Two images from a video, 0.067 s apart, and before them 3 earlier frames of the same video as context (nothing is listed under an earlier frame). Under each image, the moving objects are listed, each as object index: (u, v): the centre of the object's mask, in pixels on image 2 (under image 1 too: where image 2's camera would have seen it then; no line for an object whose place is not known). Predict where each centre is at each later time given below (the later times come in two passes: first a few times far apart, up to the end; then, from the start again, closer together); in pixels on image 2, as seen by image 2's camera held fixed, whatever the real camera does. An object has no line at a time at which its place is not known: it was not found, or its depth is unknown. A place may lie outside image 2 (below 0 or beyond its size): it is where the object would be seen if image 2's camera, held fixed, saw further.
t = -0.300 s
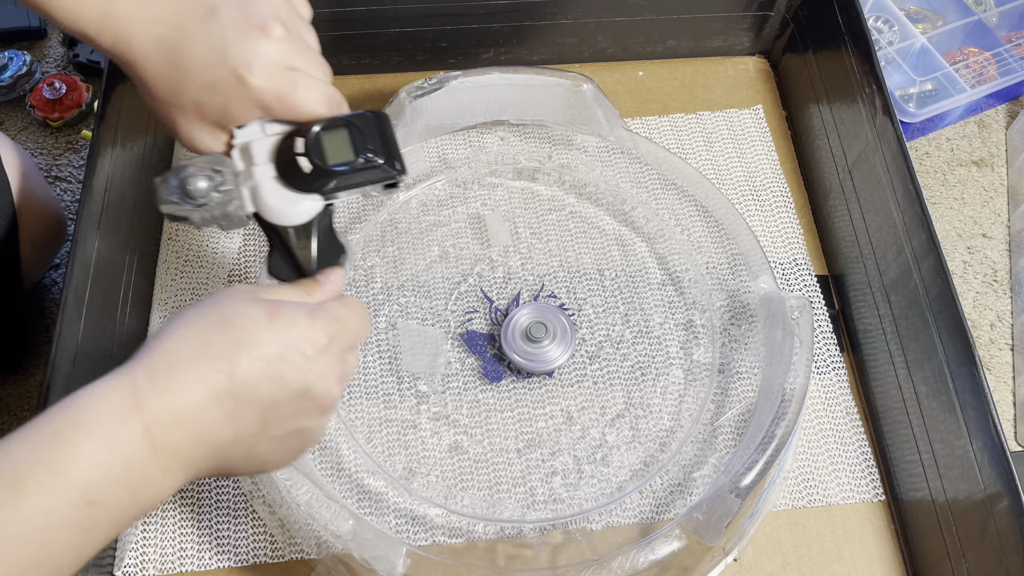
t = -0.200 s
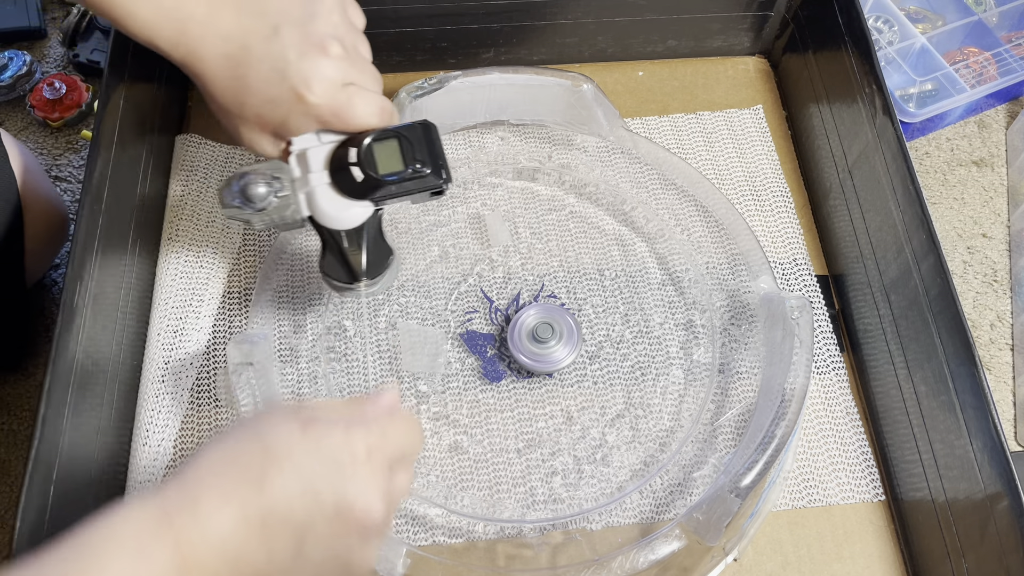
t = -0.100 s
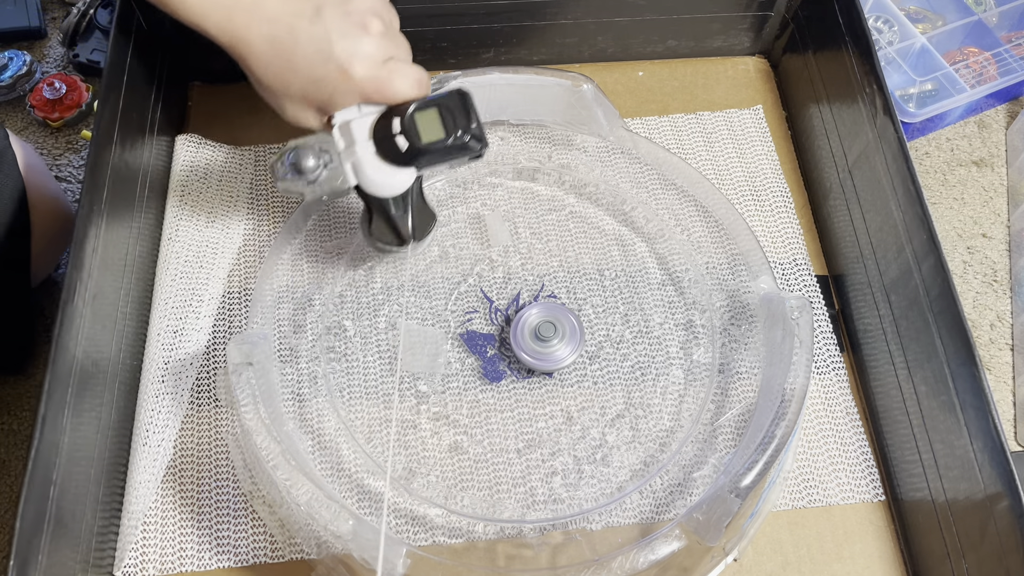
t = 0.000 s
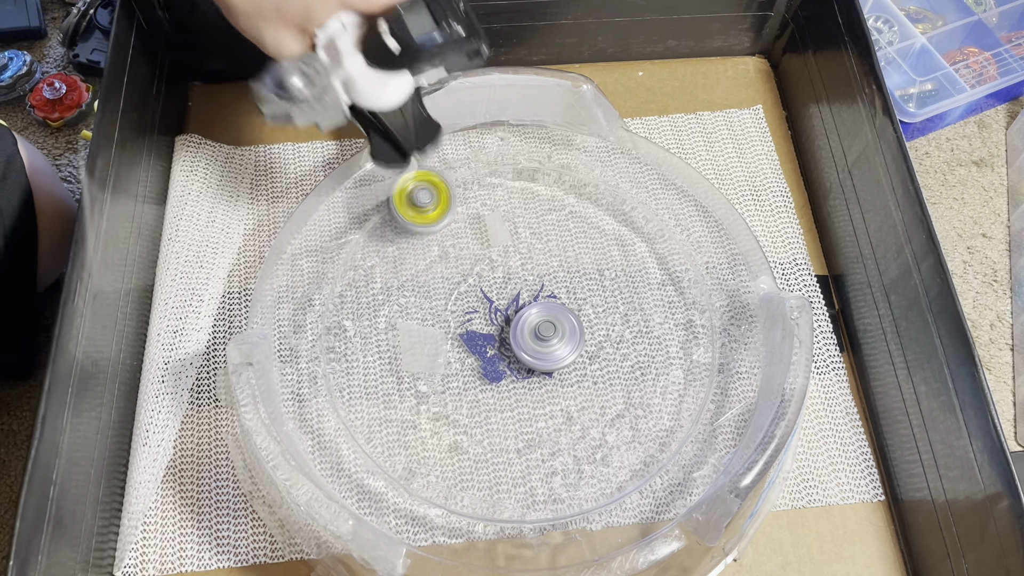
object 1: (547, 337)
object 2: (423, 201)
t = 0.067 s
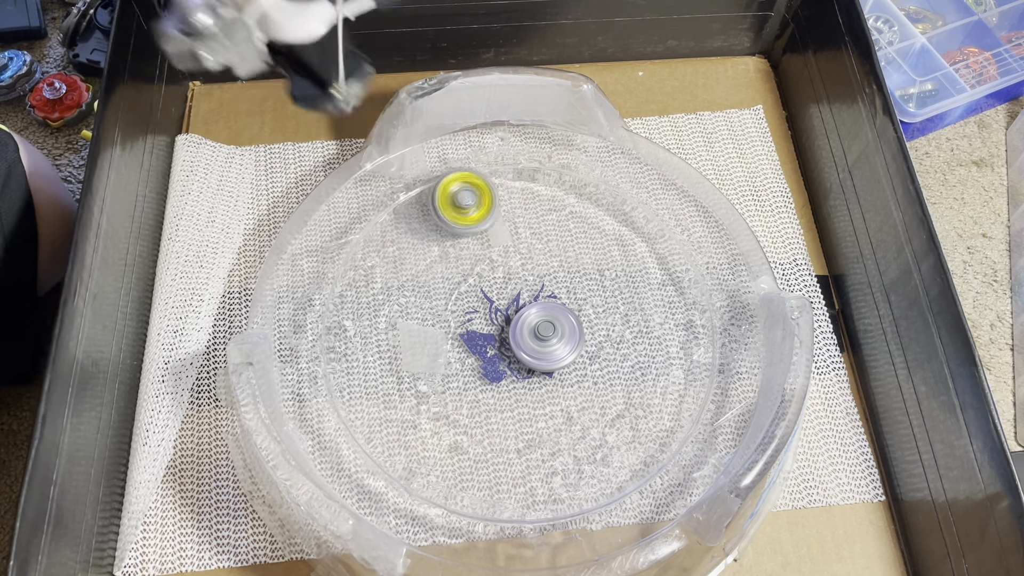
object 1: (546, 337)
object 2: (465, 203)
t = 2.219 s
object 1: (613, 443)
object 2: (455, 392)
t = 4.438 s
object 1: (465, 350)
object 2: (639, 333)
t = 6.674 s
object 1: (520, 301)
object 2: (371, 234)
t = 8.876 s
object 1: (543, 350)
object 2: (497, 507)
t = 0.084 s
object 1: (545, 336)
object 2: (475, 202)
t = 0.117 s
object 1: (544, 336)
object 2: (496, 204)
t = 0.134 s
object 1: (544, 336)
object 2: (505, 205)
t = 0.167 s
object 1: (543, 336)
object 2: (523, 206)
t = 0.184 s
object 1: (542, 337)
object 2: (532, 207)
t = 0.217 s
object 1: (542, 338)
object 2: (548, 208)
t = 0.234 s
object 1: (541, 338)
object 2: (555, 209)
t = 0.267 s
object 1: (540, 339)
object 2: (567, 209)
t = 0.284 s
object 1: (539, 340)
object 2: (573, 209)
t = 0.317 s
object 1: (538, 340)
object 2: (583, 209)
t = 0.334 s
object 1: (538, 340)
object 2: (586, 209)
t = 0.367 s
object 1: (539, 340)
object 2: (593, 208)
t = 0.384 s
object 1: (539, 340)
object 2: (596, 207)
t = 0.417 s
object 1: (539, 341)
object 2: (601, 206)
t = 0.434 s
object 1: (538, 341)
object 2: (603, 205)
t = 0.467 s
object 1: (538, 343)
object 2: (607, 202)
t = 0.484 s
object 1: (538, 343)
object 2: (608, 200)
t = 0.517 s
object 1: (537, 345)
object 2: (611, 196)
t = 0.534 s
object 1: (537, 345)
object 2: (612, 194)
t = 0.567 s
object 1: (536, 346)
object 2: (614, 190)
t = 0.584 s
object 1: (536, 346)
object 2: (614, 188)
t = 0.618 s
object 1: (536, 347)
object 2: (611, 190)
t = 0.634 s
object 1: (536, 347)
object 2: (608, 192)
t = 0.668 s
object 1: (536, 348)
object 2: (603, 195)
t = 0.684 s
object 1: (536, 349)
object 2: (600, 197)
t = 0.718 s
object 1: (536, 349)
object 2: (596, 200)
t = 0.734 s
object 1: (536, 350)
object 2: (594, 202)
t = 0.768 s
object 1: (536, 350)
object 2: (591, 204)
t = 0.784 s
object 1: (535, 350)
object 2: (590, 206)
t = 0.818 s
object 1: (535, 351)
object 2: (587, 208)
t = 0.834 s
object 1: (535, 351)
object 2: (586, 210)
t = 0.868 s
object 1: (535, 352)
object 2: (584, 213)
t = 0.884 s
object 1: (535, 352)
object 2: (582, 213)
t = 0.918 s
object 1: (535, 353)
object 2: (581, 215)
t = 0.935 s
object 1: (535, 353)
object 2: (579, 216)
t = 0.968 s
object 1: (534, 353)
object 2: (577, 218)
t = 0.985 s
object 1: (534, 353)
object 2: (576, 219)
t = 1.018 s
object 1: (534, 354)
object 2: (573, 223)
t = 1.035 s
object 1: (534, 354)
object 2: (573, 225)
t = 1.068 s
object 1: (533, 354)
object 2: (572, 233)
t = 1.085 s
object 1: (533, 355)
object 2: (573, 237)
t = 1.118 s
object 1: (533, 355)
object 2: (575, 247)
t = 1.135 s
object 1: (533, 355)
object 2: (578, 252)
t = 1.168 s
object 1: (532, 355)
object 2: (582, 263)
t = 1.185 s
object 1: (532, 355)
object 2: (586, 268)
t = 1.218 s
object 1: (532, 356)
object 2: (594, 278)
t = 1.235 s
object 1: (532, 356)
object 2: (597, 283)
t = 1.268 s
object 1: (531, 356)
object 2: (605, 290)
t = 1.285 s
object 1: (531, 356)
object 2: (610, 294)
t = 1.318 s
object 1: (530, 357)
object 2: (619, 299)
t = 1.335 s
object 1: (530, 357)
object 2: (624, 301)
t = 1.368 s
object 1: (529, 357)
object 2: (632, 303)
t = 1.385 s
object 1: (529, 357)
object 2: (636, 303)
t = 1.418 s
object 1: (528, 357)
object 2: (644, 302)
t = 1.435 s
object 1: (528, 357)
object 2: (646, 301)
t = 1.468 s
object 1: (527, 357)
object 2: (652, 297)
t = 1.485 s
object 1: (527, 358)
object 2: (654, 294)
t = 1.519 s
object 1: (526, 358)
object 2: (657, 287)
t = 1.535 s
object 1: (526, 358)
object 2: (658, 282)
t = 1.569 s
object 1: (525, 359)
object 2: (657, 272)
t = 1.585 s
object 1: (525, 359)
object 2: (656, 267)
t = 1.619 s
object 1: (524, 359)
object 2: (650, 255)
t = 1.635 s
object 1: (524, 360)
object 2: (644, 250)
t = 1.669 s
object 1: (524, 360)
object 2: (626, 245)
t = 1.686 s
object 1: (524, 360)
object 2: (615, 244)
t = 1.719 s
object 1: (524, 360)
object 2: (592, 248)
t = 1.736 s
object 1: (524, 360)
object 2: (579, 252)
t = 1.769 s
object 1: (523, 361)
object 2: (555, 265)
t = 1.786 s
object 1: (523, 360)
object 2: (544, 274)
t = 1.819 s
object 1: (521, 371)
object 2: (527, 285)
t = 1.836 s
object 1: (516, 400)
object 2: (523, 270)
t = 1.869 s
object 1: (507, 452)
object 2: (517, 243)
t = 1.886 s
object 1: (503, 474)
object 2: (513, 233)
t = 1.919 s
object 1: (502, 512)
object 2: (505, 218)
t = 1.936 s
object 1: (507, 511)
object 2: (501, 213)
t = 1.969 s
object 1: (517, 507)
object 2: (491, 210)
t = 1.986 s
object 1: (522, 508)
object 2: (486, 211)
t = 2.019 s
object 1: (536, 504)
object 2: (476, 219)
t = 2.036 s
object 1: (544, 501)
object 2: (469, 226)
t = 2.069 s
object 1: (558, 495)
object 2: (457, 245)
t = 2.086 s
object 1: (566, 491)
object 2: (451, 257)
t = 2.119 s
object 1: (579, 482)
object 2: (442, 288)
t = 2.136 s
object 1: (586, 477)
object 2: (440, 304)
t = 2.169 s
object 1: (598, 465)
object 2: (439, 341)
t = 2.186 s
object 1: (603, 458)
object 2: (442, 358)
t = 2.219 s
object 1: (613, 443)
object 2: (455, 392)
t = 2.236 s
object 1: (617, 436)
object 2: (464, 410)
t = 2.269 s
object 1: (624, 420)
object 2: (488, 438)
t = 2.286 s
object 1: (625, 412)
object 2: (501, 452)
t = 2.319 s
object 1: (626, 394)
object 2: (534, 472)
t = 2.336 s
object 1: (625, 385)
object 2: (552, 481)
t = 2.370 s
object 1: (620, 366)
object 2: (592, 492)
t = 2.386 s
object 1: (615, 356)
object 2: (610, 489)
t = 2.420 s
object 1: (606, 340)
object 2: (639, 471)
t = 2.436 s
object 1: (600, 333)
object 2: (652, 459)
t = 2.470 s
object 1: (587, 321)
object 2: (677, 437)
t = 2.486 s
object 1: (580, 316)
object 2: (684, 421)
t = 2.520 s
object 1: (563, 307)
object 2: (697, 390)
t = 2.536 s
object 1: (555, 303)
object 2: (703, 376)
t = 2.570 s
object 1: (536, 297)
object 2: (709, 347)
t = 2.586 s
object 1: (528, 296)
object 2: (710, 331)
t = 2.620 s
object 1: (510, 294)
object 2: (702, 303)
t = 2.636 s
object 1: (501, 295)
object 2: (696, 290)
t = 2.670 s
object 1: (483, 298)
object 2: (678, 266)
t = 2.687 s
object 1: (474, 302)
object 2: (667, 257)
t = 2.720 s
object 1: (458, 309)
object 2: (639, 242)
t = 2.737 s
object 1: (450, 314)
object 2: (622, 236)
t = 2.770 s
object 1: (438, 326)
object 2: (588, 231)
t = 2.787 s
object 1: (432, 331)
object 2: (571, 231)
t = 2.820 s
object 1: (425, 344)
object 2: (534, 235)
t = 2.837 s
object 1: (422, 350)
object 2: (516, 240)
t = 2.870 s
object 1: (419, 362)
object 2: (483, 253)
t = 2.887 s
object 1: (419, 369)
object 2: (466, 263)
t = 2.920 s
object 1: (421, 381)
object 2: (437, 285)
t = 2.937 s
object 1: (423, 388)
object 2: (425, 299)
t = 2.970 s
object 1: (429, 398)
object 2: (407, 329)
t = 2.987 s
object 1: (434, 408)
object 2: (397, 339)
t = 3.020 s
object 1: (446, 427)
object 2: (383, 356)
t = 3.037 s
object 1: (454, 433)
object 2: (377, 366)
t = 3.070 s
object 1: (468, 442)
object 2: (373, 390)
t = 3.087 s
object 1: (476, 444)
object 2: (373, 402)
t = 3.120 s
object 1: (491, 446)
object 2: (379, 427)
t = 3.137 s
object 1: (498, 445)
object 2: (383, 442)
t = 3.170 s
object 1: (511, 442)
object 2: (397, 469)
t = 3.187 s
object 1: (517, 440)
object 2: (413, 475)
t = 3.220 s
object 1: (527, 433)
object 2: (447, 489)
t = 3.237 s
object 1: (532, 429)
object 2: (463, 496)
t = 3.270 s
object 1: (539, 421)
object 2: (497, 506)
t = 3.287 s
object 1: (543, 415)
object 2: (517, 506)
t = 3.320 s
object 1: (547, 406)
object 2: (554, 503)
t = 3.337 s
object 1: (548, 401)
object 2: (572, 501)
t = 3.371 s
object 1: (550, 392)
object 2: (608, 483)
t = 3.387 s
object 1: (550, 387)
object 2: (623, 474)
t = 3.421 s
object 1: (549, 377)
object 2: (651, 453)
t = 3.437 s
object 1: (549, 372)
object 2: (664, 440)
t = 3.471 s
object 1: (546, 363)
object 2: (679, 411)
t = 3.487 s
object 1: (544, 359)
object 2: (683, 396)
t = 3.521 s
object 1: (540, 350)
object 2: (683, 364)
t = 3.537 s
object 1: (537, 346)
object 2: (681, 348)
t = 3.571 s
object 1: (532, 339)
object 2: (668, 318)
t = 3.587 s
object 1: (529, 336)
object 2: (659, 304)
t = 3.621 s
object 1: (522, 330)
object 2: (635, 279)
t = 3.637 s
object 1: (518, 327)
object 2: (620, 268)
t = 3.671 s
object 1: (511, 322)
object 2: (590, 250)
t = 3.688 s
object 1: (507, 320)
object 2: (573, 243)
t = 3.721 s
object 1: (500, 317)
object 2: (536, 234)
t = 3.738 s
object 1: (496, 315)
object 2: (518, 232)
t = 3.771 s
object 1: (488, 314)
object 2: (481, 232)
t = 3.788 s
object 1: (484, 313)
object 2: (463, 234)
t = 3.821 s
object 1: (476, 313)
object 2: (427, 243)
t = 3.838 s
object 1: (472, 313)
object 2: (410, 250)
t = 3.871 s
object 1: (465, 314)
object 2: (380, 268)
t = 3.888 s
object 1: (462, 315)
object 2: (366, 280)
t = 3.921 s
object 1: (457, 317)
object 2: (342, 305)
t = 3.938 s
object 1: (455, 319)
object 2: (332, 319)
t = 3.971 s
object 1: (452, 322)
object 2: (328, 348)
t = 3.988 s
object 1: (450, 323)
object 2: (334, 364)
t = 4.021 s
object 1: (448, 327)
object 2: (348, 396)
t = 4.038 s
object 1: (447, 328)
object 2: (354, 412)
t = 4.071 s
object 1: (447, 331)
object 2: (369, 442)
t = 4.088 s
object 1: (446, 333)
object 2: (384, 454)
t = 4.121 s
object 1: (446, 336)
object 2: (413, 478)
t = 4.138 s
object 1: (446, 337)
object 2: (431, 487)
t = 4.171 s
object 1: (447, 340)
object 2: (469, 500)
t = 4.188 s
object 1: (448, 341)
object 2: (490, 503)
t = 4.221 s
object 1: (450, 343)
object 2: (528, 503)
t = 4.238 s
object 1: (450, 345)
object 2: (546, 499)
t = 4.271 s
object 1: (452, 347)
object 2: (579, 486)
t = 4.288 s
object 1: (453, 348)
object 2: (594, 475)
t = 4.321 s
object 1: (456, 349)
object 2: (619, 451)
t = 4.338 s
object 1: (457, 349)
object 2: (628, 437)
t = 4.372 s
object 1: (459, 350)
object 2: (641, 404)
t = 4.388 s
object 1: (461, 350)
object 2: (644, 386)
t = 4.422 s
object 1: (463, 350)
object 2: (642, 350)
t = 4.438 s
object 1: (465, 350)
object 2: (639, 333)
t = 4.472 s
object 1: (467, 350)
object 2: (626, 301)
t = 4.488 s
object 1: (469, 349)
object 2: (617, 286)
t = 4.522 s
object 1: (472, 348)
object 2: (595, 261)
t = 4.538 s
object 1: (473, 347)
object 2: (582, 250)
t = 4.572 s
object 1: (476, 345)
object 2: (553, 231)
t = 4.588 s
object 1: (477, 344)
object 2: (535, 223)
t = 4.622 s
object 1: (479, 342)
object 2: (502, 211)
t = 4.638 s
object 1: (480, 340)
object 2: (484, 208)
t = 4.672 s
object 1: (482, 338)
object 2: (448, 205)
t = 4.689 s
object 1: (482, 336)
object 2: (430, 207)
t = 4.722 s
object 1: (483, 334)
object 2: (397, 212)
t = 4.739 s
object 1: (484, 332)
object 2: (381, 217)
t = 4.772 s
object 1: (485, 329)
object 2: (356, 235)
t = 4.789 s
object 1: (485, 328)
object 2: (348, 250)
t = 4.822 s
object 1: (486, 325)
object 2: (334, 278)
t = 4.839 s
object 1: (485, 324)
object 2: (332, 295)
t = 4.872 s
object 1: (485, 321)
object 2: (328, 328)
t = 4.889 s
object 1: (485, 320)
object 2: (327, 344)
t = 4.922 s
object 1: (484, 317)
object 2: (334, 378)
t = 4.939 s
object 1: (483, 316)
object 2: (340, 395)
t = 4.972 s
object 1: (482, 314)
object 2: (358, 427)
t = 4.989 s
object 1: (481, 313)
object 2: (370, 441)
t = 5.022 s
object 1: (480, 311)
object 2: (399, 463)
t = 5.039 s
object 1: (479, 311)
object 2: (415, 472)
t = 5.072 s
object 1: (477, 310)
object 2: (451, 483)
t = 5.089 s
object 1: (477, 310)
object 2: (469, 485)
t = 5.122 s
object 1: (476, 310)
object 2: (506, 482)
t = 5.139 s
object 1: (475, 310)
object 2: (523, 479)
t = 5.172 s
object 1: (474, 310)
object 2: (560, 462)
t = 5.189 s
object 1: (473, 310)
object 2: (575, 452)
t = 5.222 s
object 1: (473, 311)
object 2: (602, 425)
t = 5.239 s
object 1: (472, 311)
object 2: (613, 409)
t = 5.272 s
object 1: (472, 312)
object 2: (629, 374)
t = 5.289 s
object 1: (471, 313)
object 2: (634, 356)
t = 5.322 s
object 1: (471, 315)
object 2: (635, 321)
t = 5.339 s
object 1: (471, 315)
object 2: (632, 305)
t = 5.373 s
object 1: (471, 316)
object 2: (622, 273)
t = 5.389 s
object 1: (471, 317)
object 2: (615, 259)
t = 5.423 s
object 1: (471, 318)
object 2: (596, 233)
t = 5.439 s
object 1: (472, 318)
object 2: (585, 221)
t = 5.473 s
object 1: (472, 319)
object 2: (558, 201)
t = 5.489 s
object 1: (473, 320)
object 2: (543, 192)
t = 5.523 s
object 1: (475, 320)
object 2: (512, 177)
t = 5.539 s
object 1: (476, 320)
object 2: (495, 171)
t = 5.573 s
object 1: (479, 319)
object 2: (461, 165)
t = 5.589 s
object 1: (480, 318)
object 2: (449, 172)
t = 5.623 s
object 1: (483, 317)
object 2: (423, 189)
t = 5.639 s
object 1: (484, 317)
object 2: (409, 198)
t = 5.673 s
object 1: (486, 316)
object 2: (383, 213)
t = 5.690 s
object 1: (487, 316)
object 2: (370, 220)
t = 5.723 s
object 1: (489, 315)
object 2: (354, 247)
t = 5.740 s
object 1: (490, 315)
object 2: (347, 263)
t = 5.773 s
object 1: (492, 314)
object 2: (337, 292)
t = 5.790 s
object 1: (494, 313)
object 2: (332, 306)
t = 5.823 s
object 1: (496, 312)
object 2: (332, 336)
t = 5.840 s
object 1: (497, 312)
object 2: (334, 352)
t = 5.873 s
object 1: (498, 311)
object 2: (345, 381)
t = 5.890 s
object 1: (499, 311)
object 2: (354, 394)
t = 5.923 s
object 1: (501, 309)
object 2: (379, 417)
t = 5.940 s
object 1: (501, 309)
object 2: (394, 428)
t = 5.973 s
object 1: (503, 308)
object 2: (429, 444)
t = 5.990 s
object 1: (504, 308)
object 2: (448, 449)
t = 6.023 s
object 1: (505, 307)
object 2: (489, 453)
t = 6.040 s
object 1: (506, 306)
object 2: (509, 451)
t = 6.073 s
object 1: (507, 305)
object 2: (550, 441)
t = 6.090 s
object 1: (507, 305)
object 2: (569, 433)
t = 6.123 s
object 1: (509, 304)
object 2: (603, 411)
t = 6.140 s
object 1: (509, 304)
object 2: (617, 399)
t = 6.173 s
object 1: (510, 303)
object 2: (639, 369)
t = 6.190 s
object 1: (510, 303)
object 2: (647, 353)
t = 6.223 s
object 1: (511, 303)
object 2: (657, 320)
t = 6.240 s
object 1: (512, 302)
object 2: (659, 304)
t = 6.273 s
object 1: (512, 302)
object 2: (656, 272)
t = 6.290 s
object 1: (513, 302)
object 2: (653, 257)
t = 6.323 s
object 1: (514, 301)
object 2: (642, 228)
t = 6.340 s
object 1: (514, 301)
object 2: (635, 215)
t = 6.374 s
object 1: (514, 301)
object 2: (617, 190)
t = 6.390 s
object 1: (515, 301)
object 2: (607, 179)
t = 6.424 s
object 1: (515, 300)
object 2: (577, 174)
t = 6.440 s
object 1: (516, 300)
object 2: (562, 172)
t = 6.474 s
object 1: (517, 300)
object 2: (530, 167)
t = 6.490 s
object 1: (517, 300)
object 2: (514, 165)
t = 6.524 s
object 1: (517, 300)
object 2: (484, 163)
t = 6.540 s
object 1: (517, 300)
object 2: (468, 166)
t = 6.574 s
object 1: (518, 300)
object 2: (438, 177)
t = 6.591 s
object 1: (518, 300)
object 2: (425, 184)
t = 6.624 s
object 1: (519, 300)
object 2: (399, 202)
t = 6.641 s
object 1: (520, 300)
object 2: (389, 211)
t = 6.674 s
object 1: (520, 301)
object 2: (371, 234)
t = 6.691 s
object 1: (521, 301)
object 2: (364, 247)
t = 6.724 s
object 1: (522, 301)
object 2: (356, 275)
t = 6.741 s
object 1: (522, 301)
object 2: (355, 291)
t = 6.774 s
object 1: (522, 301)
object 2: (356, 324)
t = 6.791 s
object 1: (523, 302)
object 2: (360, 340)
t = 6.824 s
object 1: (524, 302)
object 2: (376, 371)
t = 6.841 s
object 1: (524, 302)
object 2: (386, 386)
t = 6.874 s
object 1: (525, 303)
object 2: (413, 413)
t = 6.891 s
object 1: (525, 303)
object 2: (430, 425)
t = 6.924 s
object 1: (526, 303)
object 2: (467, 440)
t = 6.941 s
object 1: (526, 303)
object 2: (486, 446)
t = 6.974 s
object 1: (527, 304)
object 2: (526, 450)
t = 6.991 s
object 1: (527, 304)
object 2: (547, 448)
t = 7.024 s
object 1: (528, 305)
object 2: (589, 440)
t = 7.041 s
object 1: (528, 305)
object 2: (607, 433)
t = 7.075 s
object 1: (528, 306)
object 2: (640, 413)
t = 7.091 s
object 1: (529, 306)
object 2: (654, 400)
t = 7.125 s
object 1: (529, 307)
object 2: (678, 374)
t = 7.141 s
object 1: (530, 307)
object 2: (687, 359)
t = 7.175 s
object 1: (530, 308)
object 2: (700, 328)
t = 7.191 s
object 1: (530, 308)
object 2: (703, 313)
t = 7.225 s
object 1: (531, 309)
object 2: (704, 282)
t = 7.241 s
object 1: (531, 310)
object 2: (697, 269)
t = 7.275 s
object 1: (532, 310)
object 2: (679, 244)
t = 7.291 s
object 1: (533, 311)
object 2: (669, 231)
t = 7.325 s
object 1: (534, 312)
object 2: (650, 208)
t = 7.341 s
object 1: (534, 312)
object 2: (638, 199)
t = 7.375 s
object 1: (536, 313)
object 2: (610, 184)
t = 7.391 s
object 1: (536, 313)
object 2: (596, 177)
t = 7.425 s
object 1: (537, 314)
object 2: (566, 167)
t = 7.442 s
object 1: (538, 314)
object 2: (550, 166)
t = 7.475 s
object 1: (538, 315)
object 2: (518, 166)
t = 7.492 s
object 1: (539, 315)
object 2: (503, 168)
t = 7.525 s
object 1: (539, 316)
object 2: (473, 178)
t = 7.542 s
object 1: (540, 316)
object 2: (460, 185)
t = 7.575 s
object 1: (541, 317)
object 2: (434, 203)
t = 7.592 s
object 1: (541, 317)
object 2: (423, 214)
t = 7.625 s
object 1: (542, 318)
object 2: (402, 239)
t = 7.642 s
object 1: (542, 318)
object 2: (395, 253)
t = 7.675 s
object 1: (543, 319)
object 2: (384, 285)
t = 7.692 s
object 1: (543, 319)
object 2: (381, 301)
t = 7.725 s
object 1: (544, 319)
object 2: (380, 335)
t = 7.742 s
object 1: (544, 320)
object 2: (384, 353)
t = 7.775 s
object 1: (544, 320)
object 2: (396, 386)
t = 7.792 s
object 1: (545, 320)
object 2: (407, 402)
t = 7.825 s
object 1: (545, 321)
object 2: (430, 429)
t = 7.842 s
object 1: (545, 321)
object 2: (447, 441)
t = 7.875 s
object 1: (545, 322)
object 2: (480, 460)
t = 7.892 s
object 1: (545, 322)
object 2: (498, 467)
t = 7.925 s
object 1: (545, 323)
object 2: (538, 473)
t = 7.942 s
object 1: (545, 323)
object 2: (556, 474)
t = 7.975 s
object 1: (545, 324)
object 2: (595, 471)
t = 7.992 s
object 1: (545, 324)
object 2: (614, 467)
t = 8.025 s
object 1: (545, 325)
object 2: (649, 453)
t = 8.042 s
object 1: (545, 325)
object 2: (665, 444)
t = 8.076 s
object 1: (545, 326)
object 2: (690, 421)
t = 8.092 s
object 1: (545, 327)
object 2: (694, 404)
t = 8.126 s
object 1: (545, 328)
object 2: (705, 373)
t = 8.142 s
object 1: (545, 328)
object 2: (708, 357)
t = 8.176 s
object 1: (544, 329)
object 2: (712, 327)
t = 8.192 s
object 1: (545, 330)
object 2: (708, 311)
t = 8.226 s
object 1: (545, 331)
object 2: (699, 282)
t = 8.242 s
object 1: (545, 331)
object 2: (692, 270)
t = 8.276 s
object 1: (545, 333)
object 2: (674, 246)
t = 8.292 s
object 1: (545, 333)
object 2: (665, 235)
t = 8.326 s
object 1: (546, 334)
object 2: (640, 217)
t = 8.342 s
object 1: (546, 334)
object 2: (627, 210)
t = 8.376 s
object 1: (546, 335)
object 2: (598, 200)
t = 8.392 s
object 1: (546, 336)
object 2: (584, 197)
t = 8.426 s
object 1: (546, 337)
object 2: (552, 195)
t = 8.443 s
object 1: (546, 338)
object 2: (535, 197)
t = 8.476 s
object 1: (546, 338)
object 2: (502, 204)
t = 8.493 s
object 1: (546, 339)
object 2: (485, 209)
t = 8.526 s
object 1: (546, 340)
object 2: (454, 225)
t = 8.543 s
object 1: (546, 341)
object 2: (441, 235)
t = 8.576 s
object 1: (545, 342)
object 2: (416, 259)
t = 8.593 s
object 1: (545, 342)
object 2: (406, 271)
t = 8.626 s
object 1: (545, 343)
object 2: (390, 301)
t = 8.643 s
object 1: (545, 343)
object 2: (385, 316)
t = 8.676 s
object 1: (545, 344)
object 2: (381, 349)
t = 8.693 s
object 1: (545, 345)
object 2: (381, 366)
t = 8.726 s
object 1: (544, 346)
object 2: (385, 400)
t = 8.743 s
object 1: (544, 346)
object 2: (393, 417)
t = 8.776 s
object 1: (544, 347)
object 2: (410, 447)
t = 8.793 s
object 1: (544, 347)
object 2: (421, 461)
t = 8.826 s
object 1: (544, 348)
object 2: (448, 483)
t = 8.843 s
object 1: (543, 349)
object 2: (463, 494)
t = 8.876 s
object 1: (543, 350)
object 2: (497, 507)
